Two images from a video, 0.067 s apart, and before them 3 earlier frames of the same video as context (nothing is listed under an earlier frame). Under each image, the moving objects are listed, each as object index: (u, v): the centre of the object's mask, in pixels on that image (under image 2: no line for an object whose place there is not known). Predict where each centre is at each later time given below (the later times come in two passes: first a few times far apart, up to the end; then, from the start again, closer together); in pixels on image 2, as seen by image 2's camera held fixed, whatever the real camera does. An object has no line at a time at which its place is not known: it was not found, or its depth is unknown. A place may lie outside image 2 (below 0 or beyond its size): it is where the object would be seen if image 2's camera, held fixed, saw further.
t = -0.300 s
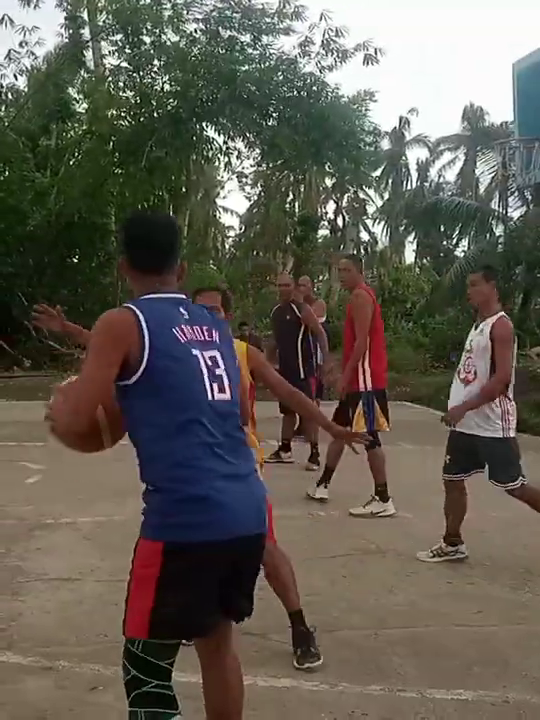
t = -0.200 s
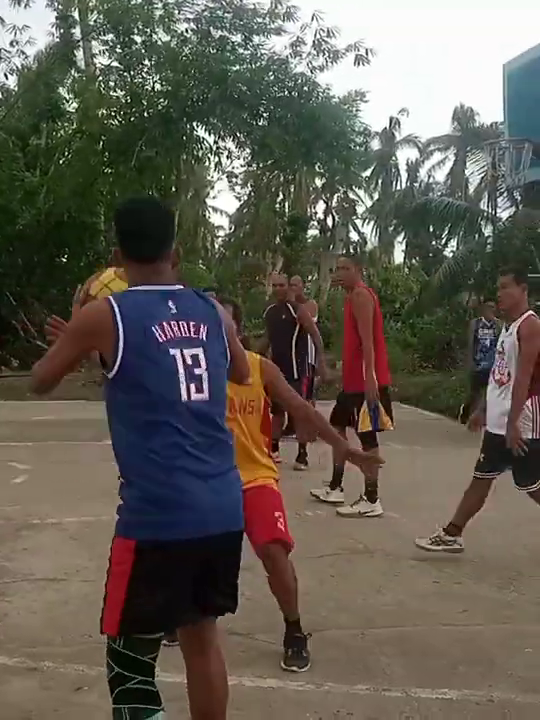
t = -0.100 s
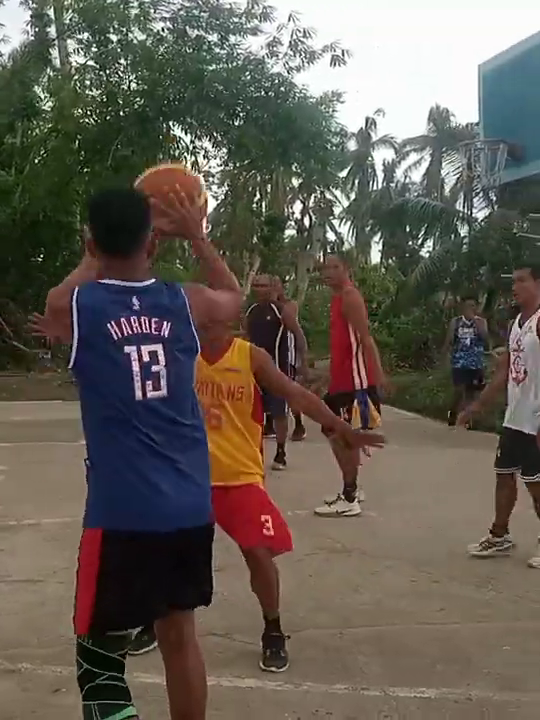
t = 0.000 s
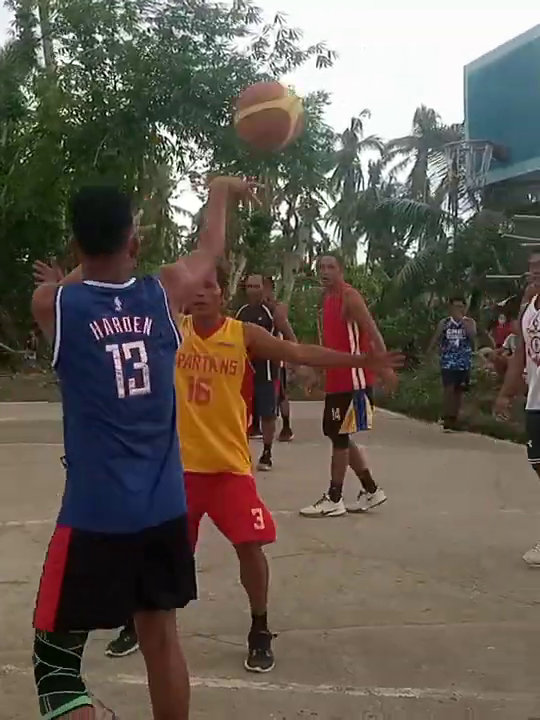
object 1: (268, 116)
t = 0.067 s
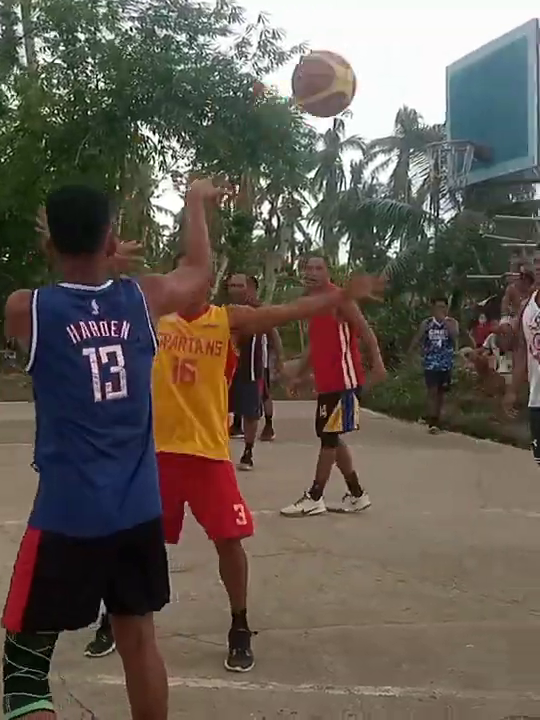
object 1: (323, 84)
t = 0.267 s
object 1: (492, 66)
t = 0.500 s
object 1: (616, 150)
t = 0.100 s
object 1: (356, 73)
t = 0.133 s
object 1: (387, 66)
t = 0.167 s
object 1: (415, 62)
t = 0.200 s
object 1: (442, 61)
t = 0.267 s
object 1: (492, 66)
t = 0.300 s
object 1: (513, 71)
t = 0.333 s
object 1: (533, 81)
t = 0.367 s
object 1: (553, 92)
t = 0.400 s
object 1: (571, 104)
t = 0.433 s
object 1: (589, 118)
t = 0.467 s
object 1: (606, 133)
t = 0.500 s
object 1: (616, 150)
